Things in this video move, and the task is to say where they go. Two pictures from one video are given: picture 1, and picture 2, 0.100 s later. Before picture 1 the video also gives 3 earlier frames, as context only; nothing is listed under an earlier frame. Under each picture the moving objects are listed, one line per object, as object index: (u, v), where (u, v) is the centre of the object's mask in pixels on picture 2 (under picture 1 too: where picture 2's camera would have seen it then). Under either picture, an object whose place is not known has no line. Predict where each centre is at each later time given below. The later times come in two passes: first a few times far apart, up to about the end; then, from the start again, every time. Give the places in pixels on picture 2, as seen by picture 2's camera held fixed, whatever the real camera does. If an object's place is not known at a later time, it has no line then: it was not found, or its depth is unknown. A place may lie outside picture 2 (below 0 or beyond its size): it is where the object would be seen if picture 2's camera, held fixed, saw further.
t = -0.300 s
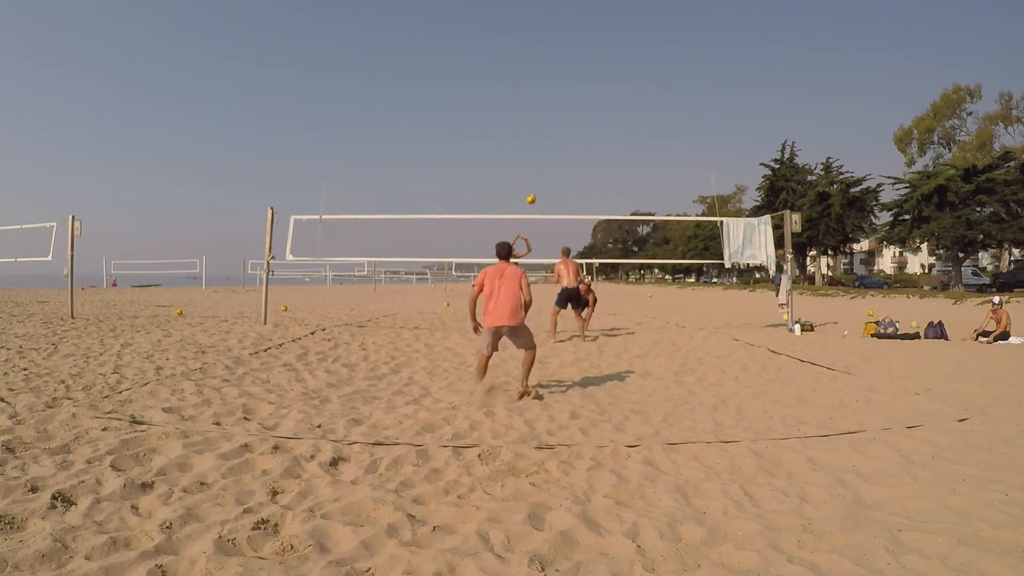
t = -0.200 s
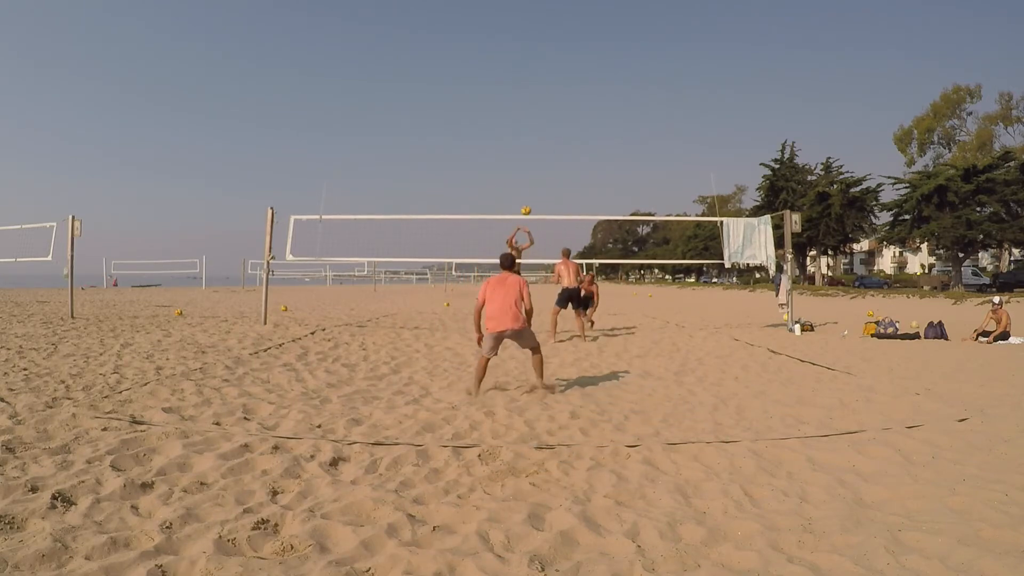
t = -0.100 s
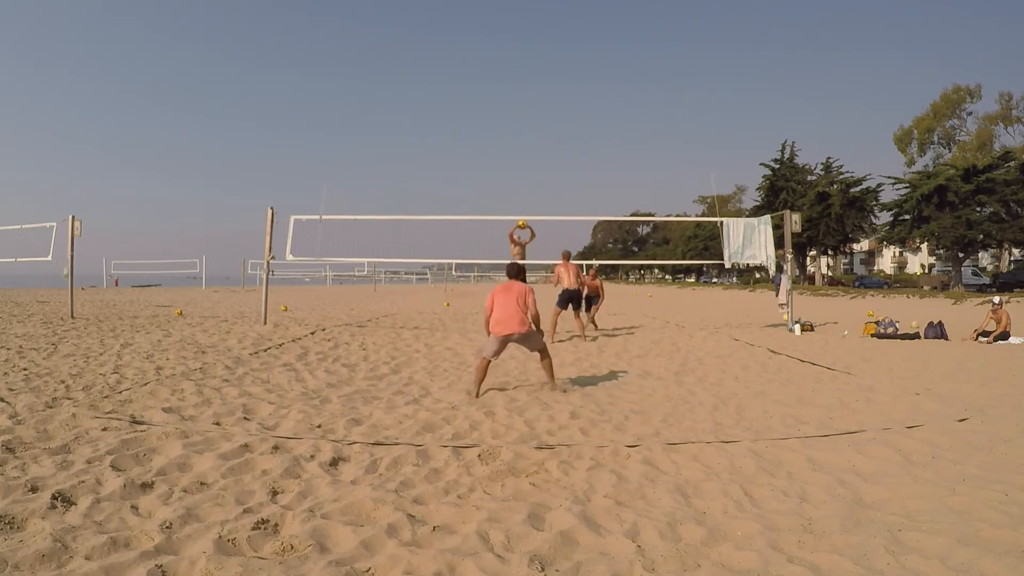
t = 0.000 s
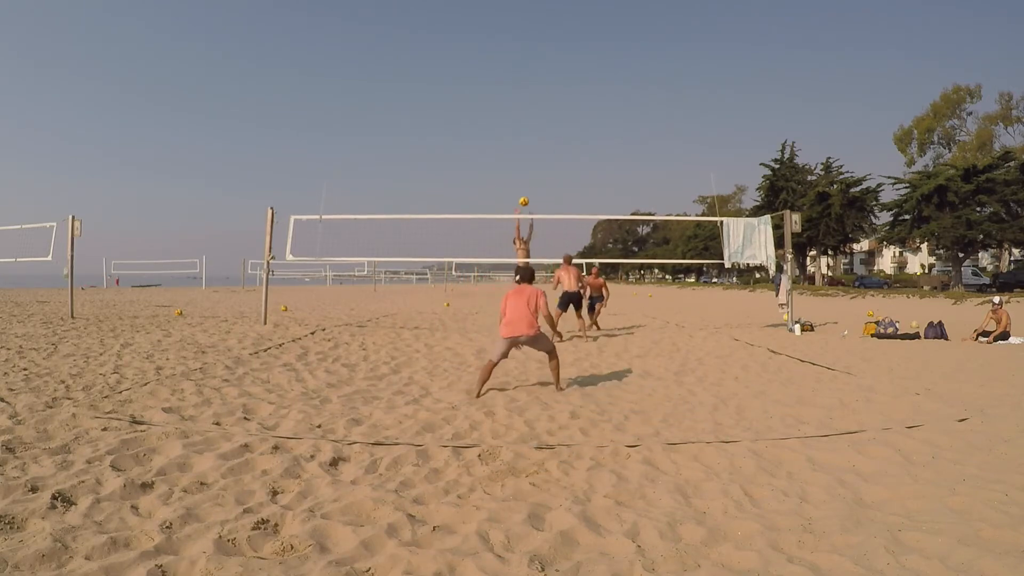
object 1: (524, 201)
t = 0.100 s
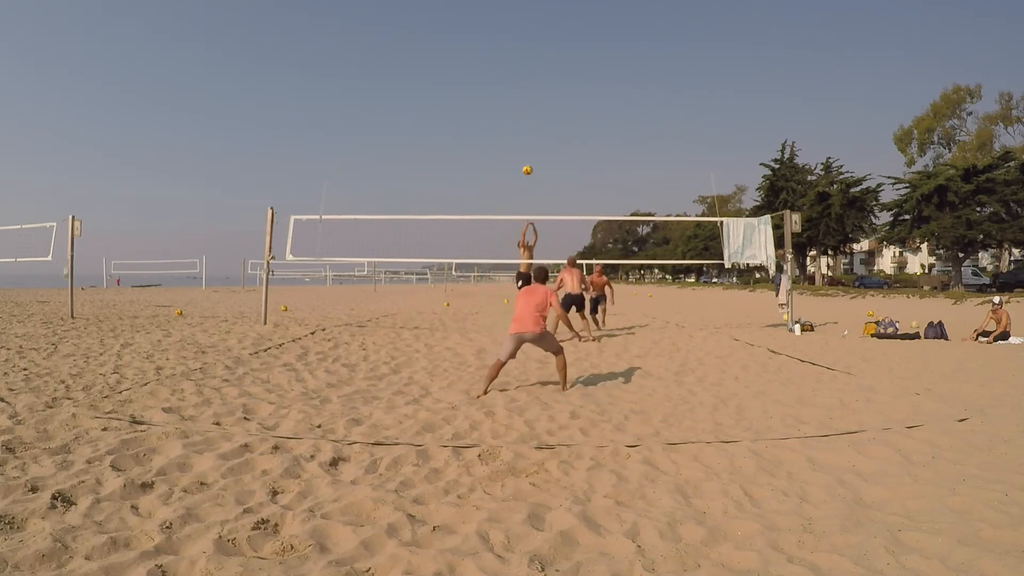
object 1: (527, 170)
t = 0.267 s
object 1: (534, 129)
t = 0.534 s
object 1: (544, 93)
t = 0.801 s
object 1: (554, 86)
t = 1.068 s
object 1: (565, 110)
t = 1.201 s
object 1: (570, 134)
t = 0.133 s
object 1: (528, 161)
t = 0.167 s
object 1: (529, 152)
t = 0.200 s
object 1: (531, 144)
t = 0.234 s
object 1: (533, 136)
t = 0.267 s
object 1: (534, 129)
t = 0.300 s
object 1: (535, 123)
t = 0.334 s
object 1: (536, 117)
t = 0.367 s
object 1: (538, 112)
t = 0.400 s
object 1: (539, 107)
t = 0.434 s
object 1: (540, 103)
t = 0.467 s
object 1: (541, 99)
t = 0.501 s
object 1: (543, 95)
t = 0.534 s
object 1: (544, 93)
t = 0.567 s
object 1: (545, 90)
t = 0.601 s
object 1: (546, 88)
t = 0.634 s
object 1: (548, 87)
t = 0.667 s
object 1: (549, 86)
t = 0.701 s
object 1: (550, 85)
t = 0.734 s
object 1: (551, 85)
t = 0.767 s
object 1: (553, 85)
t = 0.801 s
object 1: (554, 86)
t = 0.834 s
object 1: (555, 88)
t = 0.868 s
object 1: (556, 90)
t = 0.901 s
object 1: (557, 92)
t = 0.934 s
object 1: (559, 95)
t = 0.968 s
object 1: (560, 98)
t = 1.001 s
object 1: (562, 102)
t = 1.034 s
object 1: (563, 105)
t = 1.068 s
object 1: (565, 110)
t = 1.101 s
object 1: (566, 116)
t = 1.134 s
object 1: (567, 122)
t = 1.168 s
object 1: (568, 128)
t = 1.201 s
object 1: (570, 134)
